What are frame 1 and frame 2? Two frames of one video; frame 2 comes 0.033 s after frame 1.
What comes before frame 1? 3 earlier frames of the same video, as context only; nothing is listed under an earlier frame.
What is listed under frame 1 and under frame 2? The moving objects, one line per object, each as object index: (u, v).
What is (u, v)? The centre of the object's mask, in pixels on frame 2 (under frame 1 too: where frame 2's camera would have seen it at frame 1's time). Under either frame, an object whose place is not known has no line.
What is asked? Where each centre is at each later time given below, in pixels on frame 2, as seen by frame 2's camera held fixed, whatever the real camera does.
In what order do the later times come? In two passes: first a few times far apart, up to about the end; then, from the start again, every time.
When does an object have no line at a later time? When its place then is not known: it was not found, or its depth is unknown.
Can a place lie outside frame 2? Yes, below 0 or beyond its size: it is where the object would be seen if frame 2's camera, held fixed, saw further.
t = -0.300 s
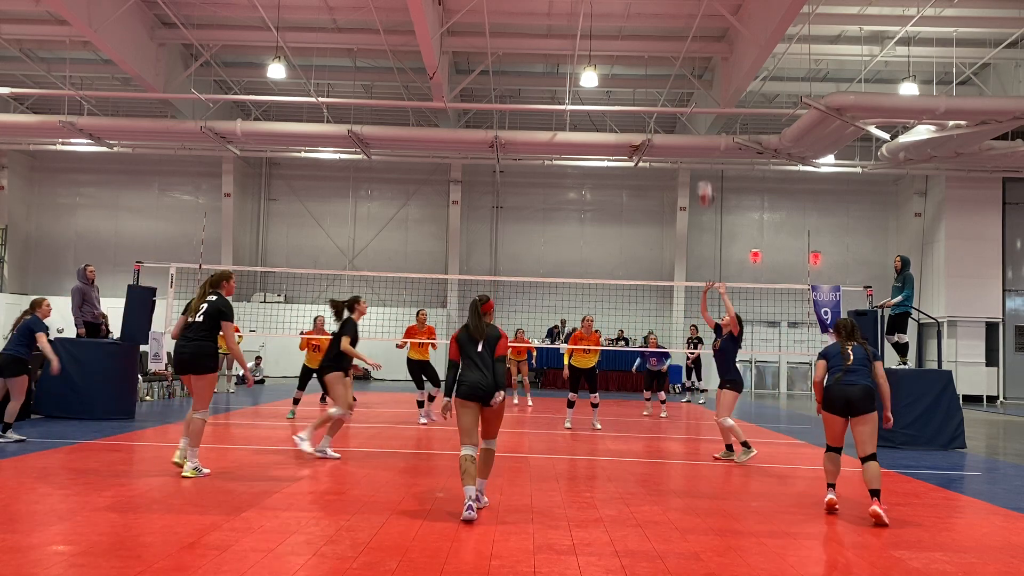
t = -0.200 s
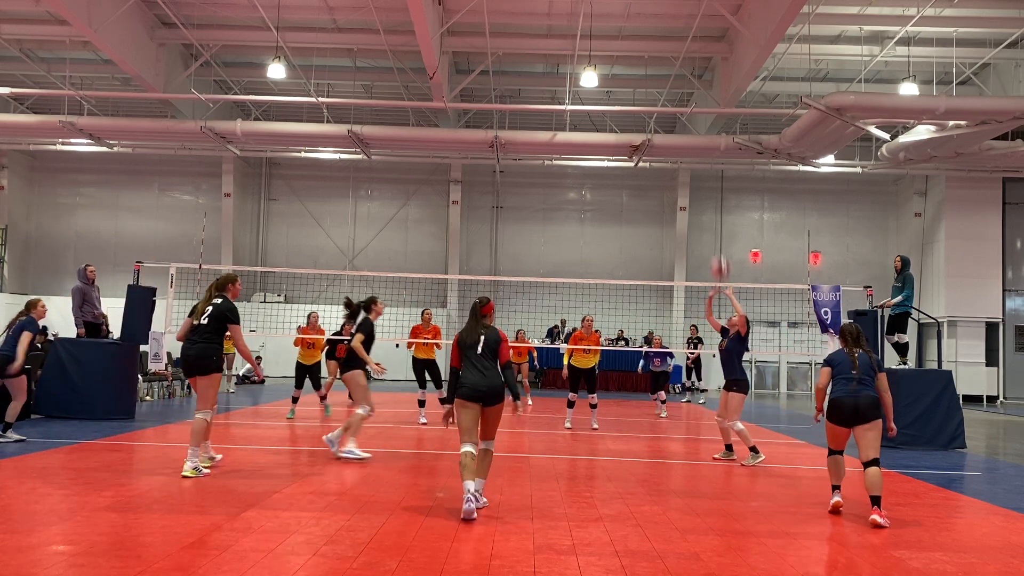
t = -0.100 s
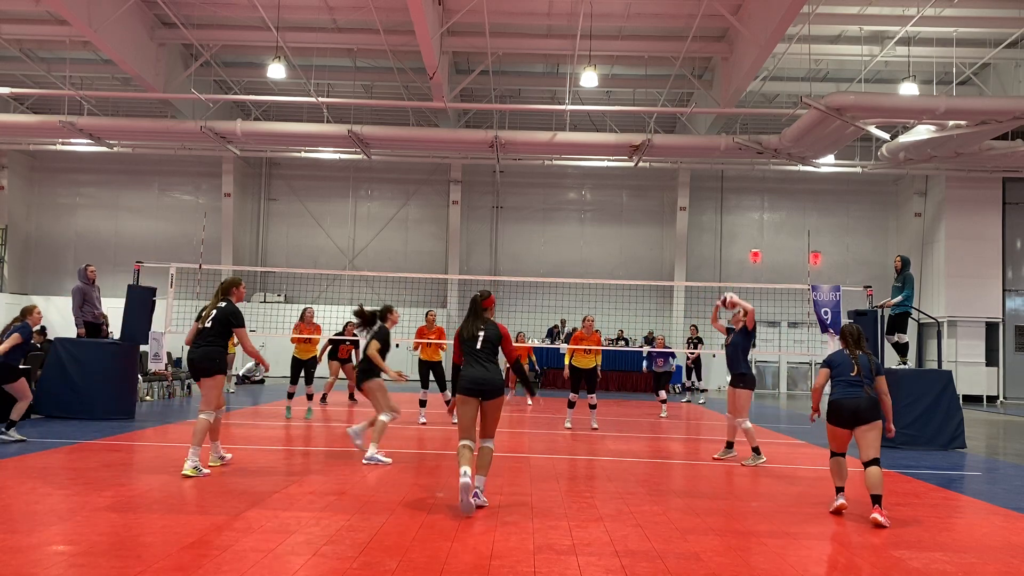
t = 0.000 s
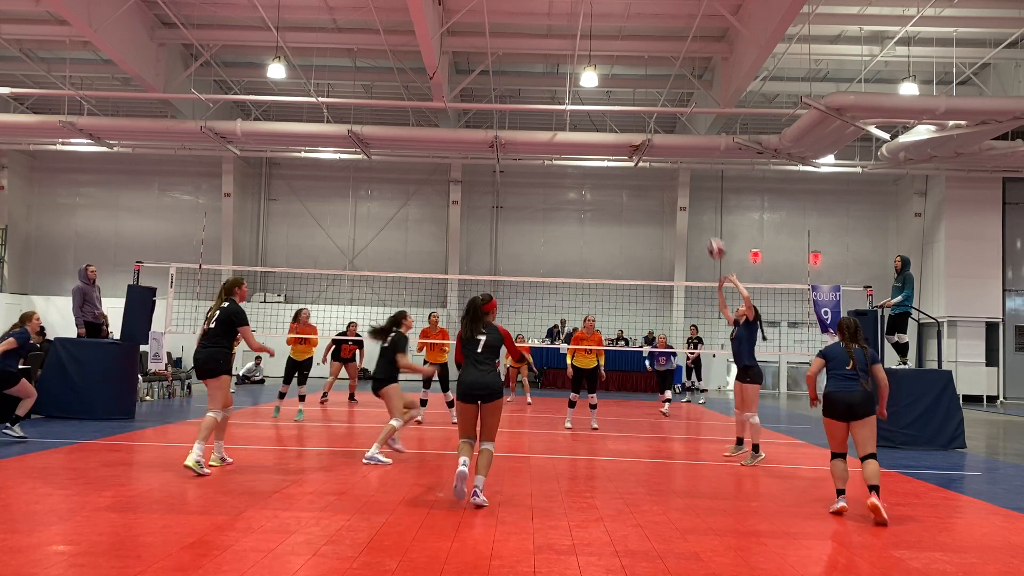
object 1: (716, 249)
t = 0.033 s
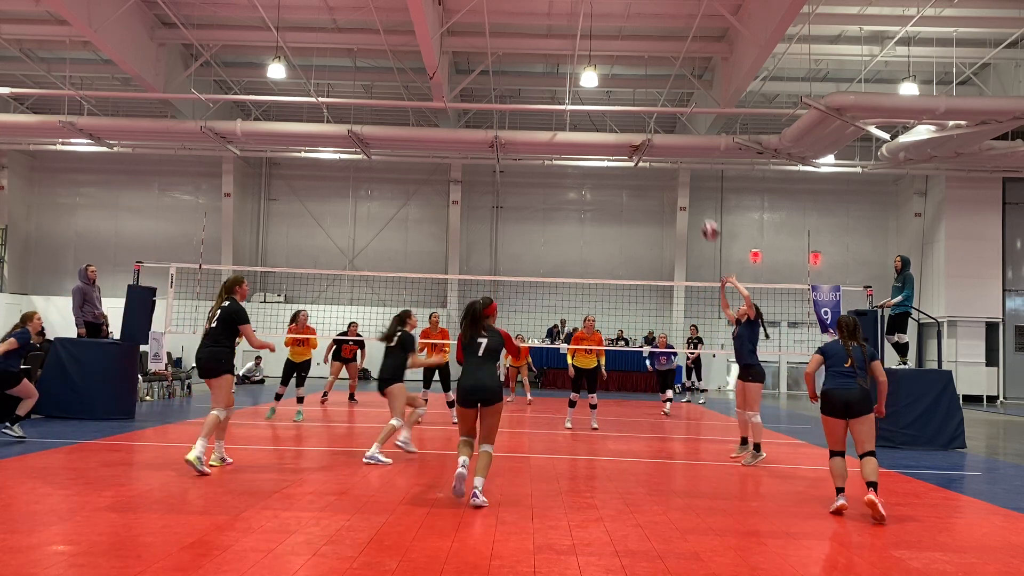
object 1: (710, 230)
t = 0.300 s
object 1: (664, 118)
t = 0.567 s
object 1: (622, 69)
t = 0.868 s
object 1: (575, 83)
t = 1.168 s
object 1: (529, 166)
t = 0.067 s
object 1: (704, 212)
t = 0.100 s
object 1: (698, 195)
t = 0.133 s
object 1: (692, 180)
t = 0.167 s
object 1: (687, 166)
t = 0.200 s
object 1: (681, 152)
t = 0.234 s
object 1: (675, 140)
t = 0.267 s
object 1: (670, 128)
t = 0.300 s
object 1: (664, 118)
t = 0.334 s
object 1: (659, 108)
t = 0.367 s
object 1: (653, 100)
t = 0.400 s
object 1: (648, 93)
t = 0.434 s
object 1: (643, 86)
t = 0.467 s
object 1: (638, 81)
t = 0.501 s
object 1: (633, 76)
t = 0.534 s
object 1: (628, 73)
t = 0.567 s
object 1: (622, 69)
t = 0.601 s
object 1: (617, 68)
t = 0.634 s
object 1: (612, 67)
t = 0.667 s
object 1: (607, 66)
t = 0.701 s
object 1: (602, 66)
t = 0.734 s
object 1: (597, 68)
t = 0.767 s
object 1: (592, 70)
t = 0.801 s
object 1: (586, 74)
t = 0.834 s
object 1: (580, 79)
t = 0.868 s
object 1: (575, 83)
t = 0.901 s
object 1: (570, 89)
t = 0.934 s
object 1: (565, 96)
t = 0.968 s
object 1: (559, 104)
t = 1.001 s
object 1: (554, 112)
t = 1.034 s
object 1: (549, 121)
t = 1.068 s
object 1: (544, 130)
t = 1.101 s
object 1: (539, 142)
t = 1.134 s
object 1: (534, 154)
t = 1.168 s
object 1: (529, 166)
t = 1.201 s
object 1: (524, 179)
